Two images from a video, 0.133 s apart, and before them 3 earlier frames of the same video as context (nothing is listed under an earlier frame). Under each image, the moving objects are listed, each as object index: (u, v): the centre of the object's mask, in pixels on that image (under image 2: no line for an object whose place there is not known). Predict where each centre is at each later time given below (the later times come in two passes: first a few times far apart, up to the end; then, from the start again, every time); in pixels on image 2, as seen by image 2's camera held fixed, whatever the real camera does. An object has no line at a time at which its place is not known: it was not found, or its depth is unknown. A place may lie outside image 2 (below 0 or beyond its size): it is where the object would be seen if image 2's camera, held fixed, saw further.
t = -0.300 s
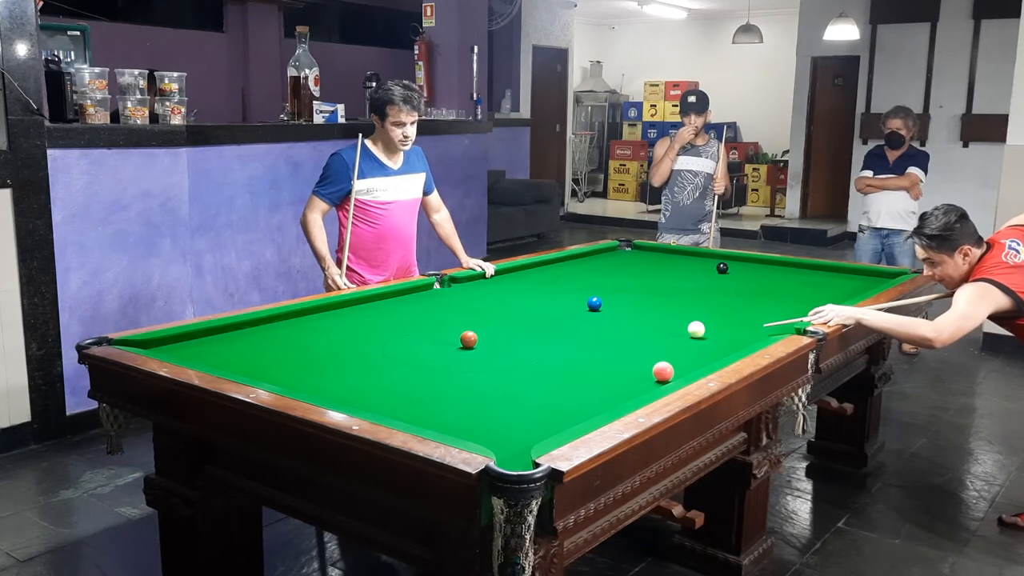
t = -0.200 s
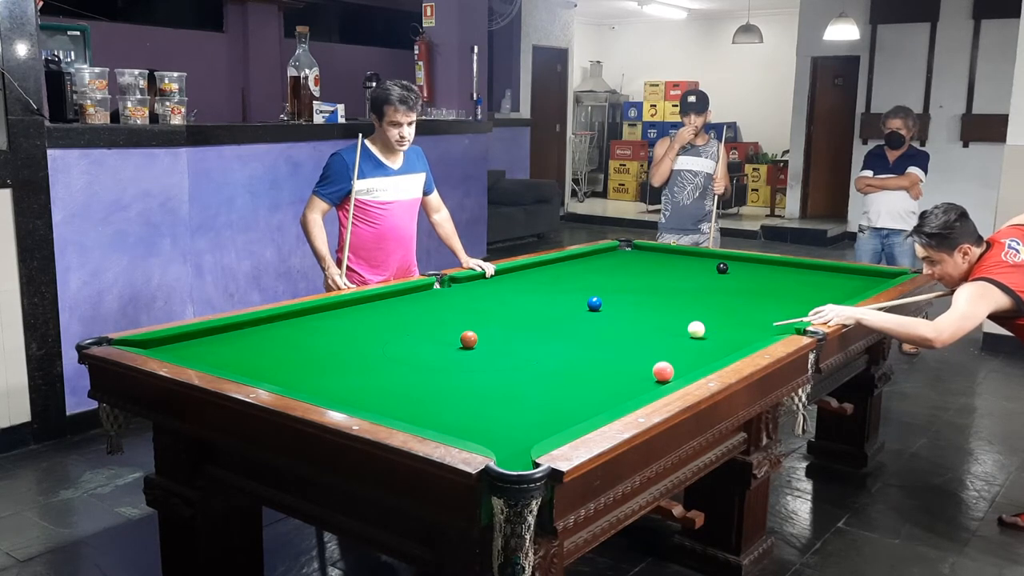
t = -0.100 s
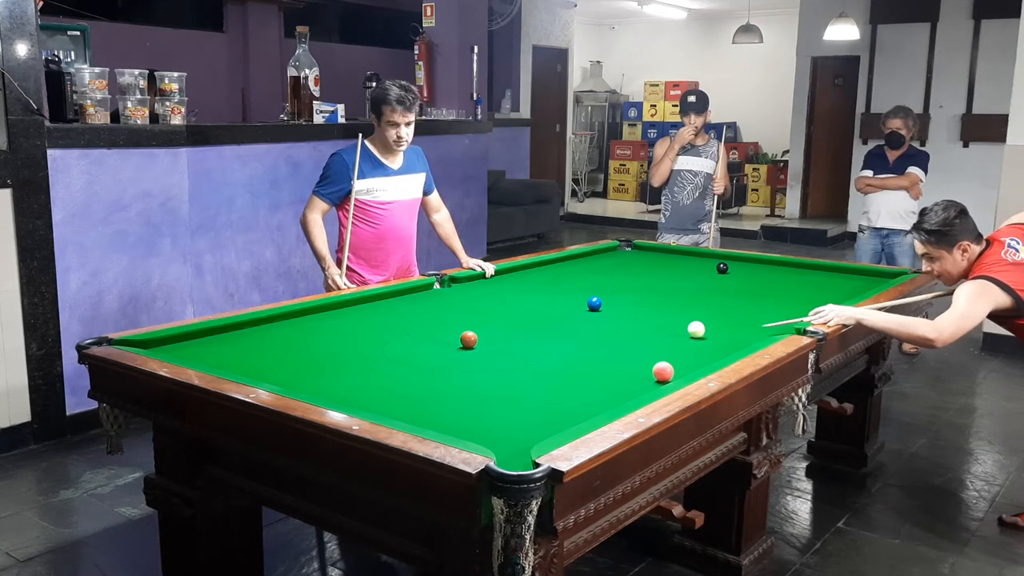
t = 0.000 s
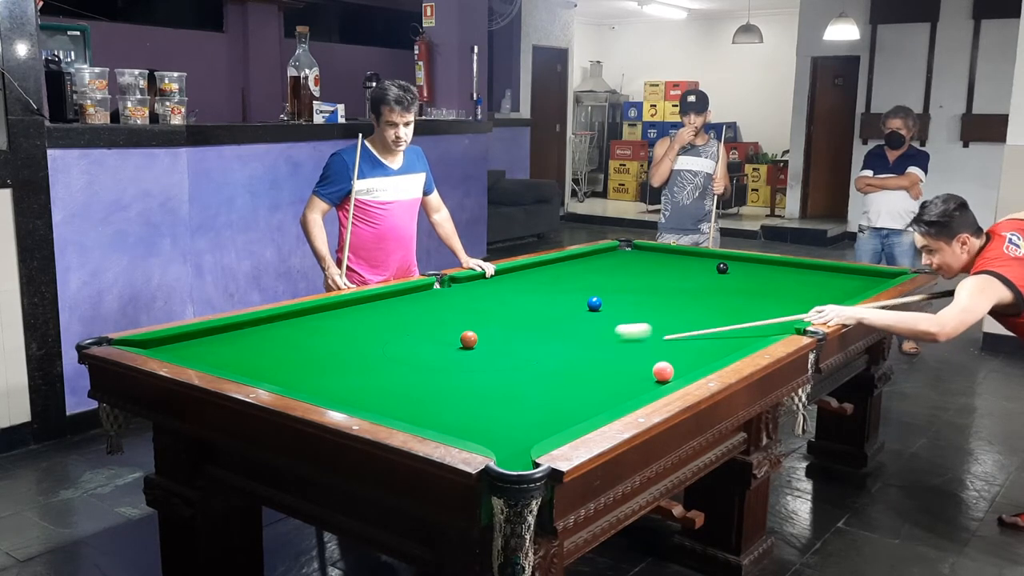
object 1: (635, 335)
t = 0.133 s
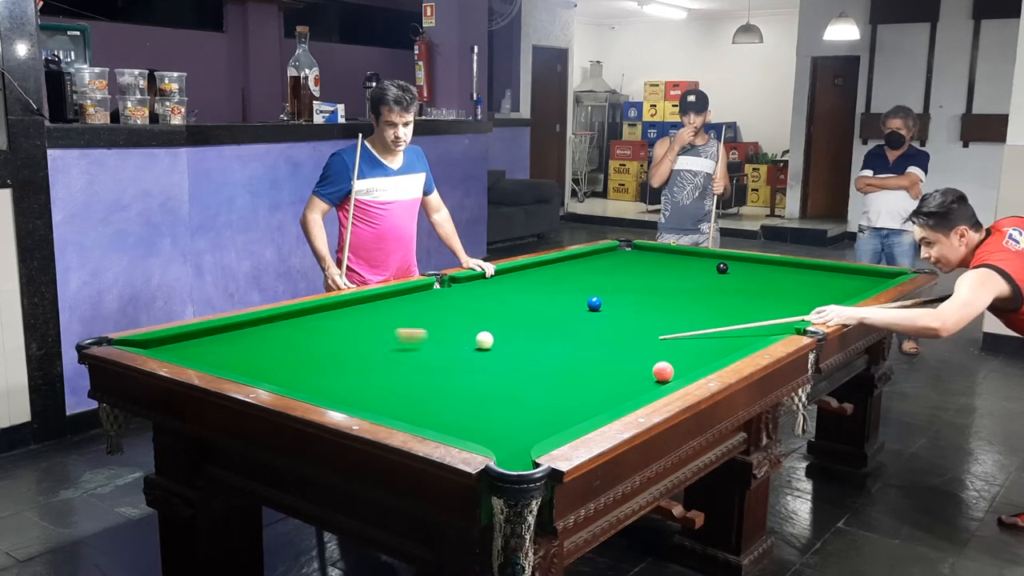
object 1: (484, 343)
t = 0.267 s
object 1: (489, 346)
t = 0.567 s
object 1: (557, 351)
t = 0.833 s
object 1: (636, 355)
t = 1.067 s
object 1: (703, 357)
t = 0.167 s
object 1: (484, 343)
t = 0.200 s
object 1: (485, 344)
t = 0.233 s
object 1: (487, 346)
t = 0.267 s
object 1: (489, 346)
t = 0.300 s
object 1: (493, 347)
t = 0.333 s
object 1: (498, 348)
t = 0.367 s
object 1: (504, 349)
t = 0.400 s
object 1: (511, 349)
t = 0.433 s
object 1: (519, 350)
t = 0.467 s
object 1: (528, 350)
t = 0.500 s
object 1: (538, 351)
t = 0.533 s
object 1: (548, 351)
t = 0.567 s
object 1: (557, 351)
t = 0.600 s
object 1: (568, 352)
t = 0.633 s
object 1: (577, 353)
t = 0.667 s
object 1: (587, 353)
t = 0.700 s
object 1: (597, 354)
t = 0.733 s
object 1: (607, 354)
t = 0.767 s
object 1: (617, 354)
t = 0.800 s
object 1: (626, 355)
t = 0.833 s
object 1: (636, 355)
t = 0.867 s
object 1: (646, 356)
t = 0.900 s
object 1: (655, 355)
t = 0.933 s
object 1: (666, 355)
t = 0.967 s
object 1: (675, 357)
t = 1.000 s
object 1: (685, 358)
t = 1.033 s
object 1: (694, 358)
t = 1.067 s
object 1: (703, 357)
